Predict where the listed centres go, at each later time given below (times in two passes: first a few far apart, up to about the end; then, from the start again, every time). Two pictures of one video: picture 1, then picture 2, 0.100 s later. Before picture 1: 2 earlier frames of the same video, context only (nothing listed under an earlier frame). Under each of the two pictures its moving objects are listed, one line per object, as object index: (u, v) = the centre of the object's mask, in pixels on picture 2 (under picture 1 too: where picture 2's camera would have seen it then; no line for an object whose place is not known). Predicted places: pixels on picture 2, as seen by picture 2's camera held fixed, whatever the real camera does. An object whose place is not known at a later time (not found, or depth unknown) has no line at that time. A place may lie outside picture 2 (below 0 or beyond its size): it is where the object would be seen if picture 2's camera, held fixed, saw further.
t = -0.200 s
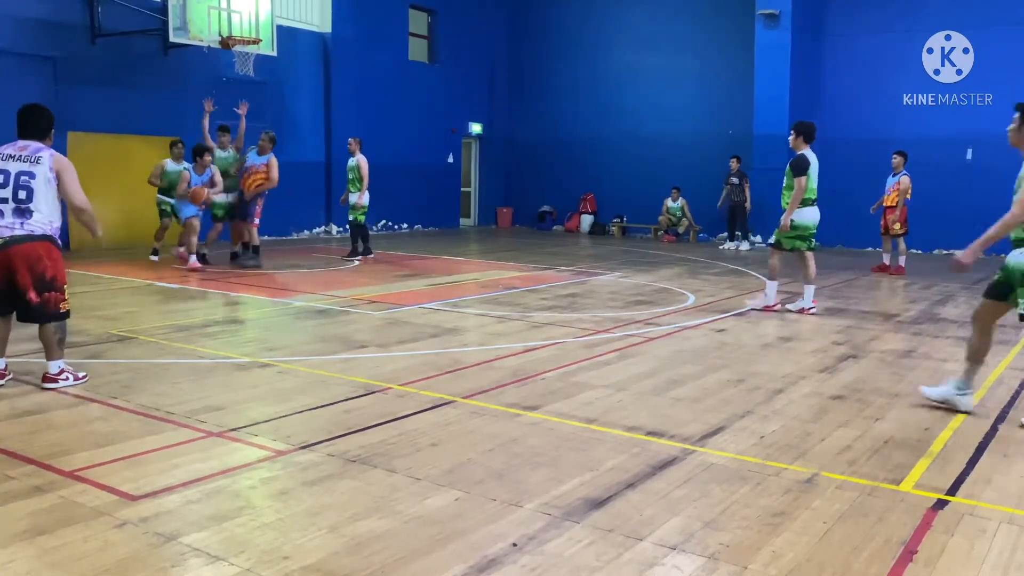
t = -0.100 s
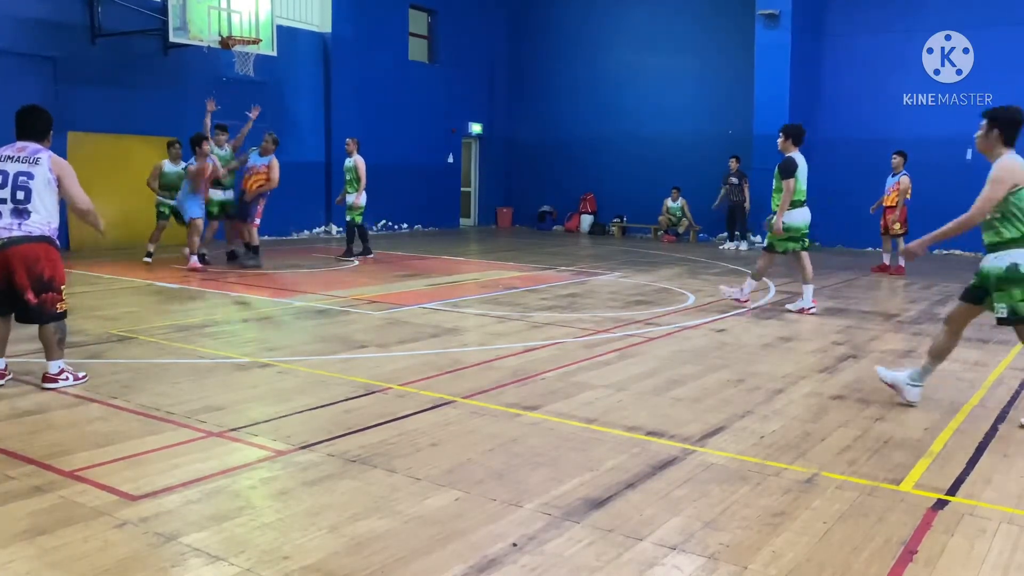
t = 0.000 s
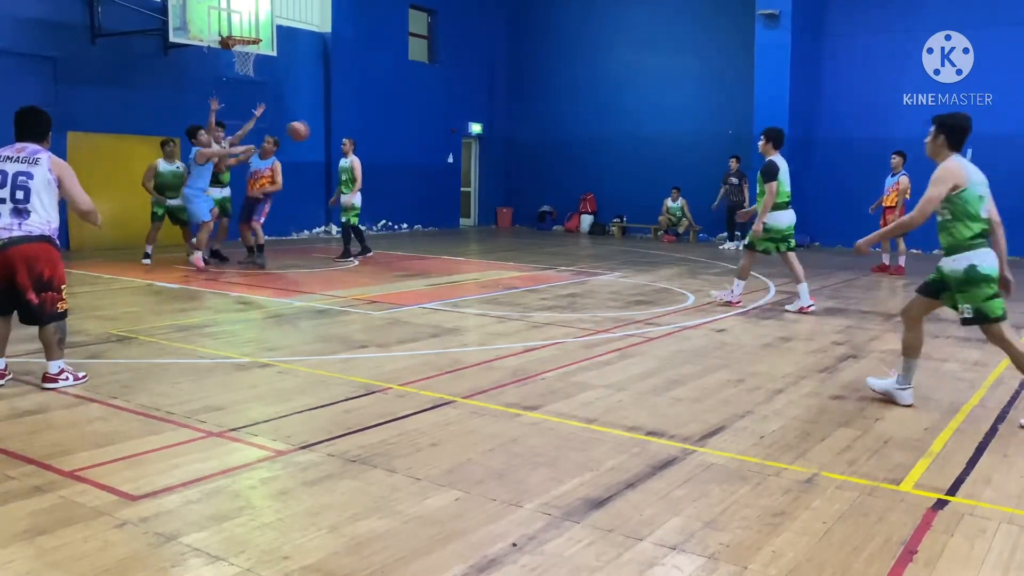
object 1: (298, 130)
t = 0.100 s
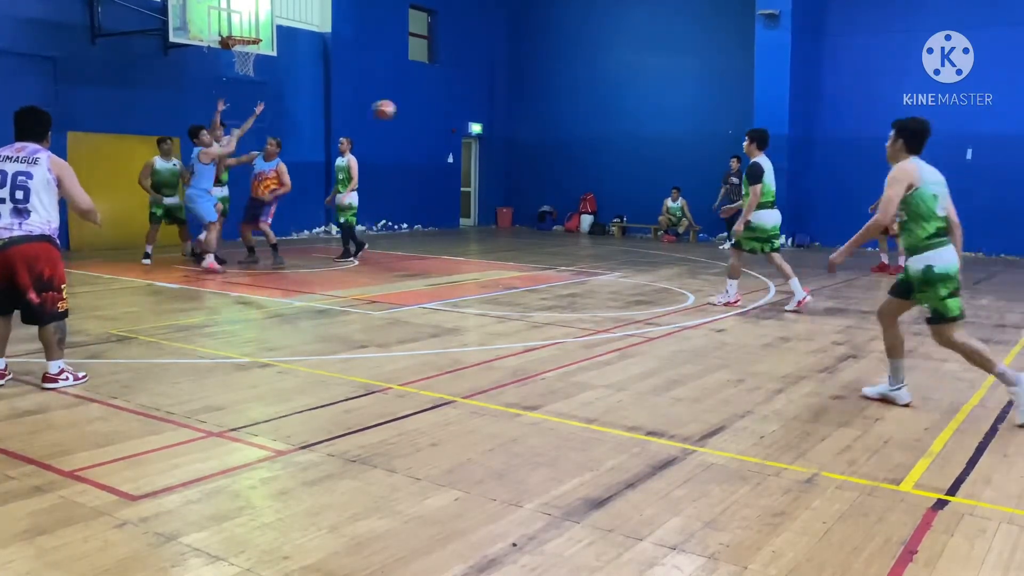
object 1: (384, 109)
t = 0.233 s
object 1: (490, 93)
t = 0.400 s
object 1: (611, 91)
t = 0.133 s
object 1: (412, 104)
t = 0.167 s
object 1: (438, 99)
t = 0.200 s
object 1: (464, 96)
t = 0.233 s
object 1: (490, 93)
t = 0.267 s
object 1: (514, 92)
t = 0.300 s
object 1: (540, 90)
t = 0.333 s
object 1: (564, 90)
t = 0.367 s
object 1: (588, 90)
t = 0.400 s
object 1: (611, 91)
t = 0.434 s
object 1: (635, 92)
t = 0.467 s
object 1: (657, 95)
